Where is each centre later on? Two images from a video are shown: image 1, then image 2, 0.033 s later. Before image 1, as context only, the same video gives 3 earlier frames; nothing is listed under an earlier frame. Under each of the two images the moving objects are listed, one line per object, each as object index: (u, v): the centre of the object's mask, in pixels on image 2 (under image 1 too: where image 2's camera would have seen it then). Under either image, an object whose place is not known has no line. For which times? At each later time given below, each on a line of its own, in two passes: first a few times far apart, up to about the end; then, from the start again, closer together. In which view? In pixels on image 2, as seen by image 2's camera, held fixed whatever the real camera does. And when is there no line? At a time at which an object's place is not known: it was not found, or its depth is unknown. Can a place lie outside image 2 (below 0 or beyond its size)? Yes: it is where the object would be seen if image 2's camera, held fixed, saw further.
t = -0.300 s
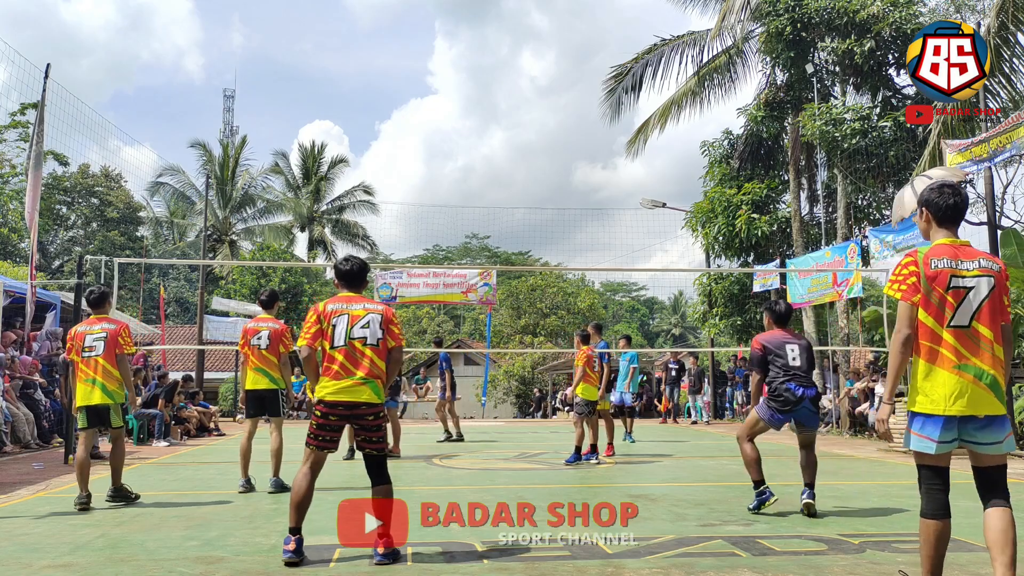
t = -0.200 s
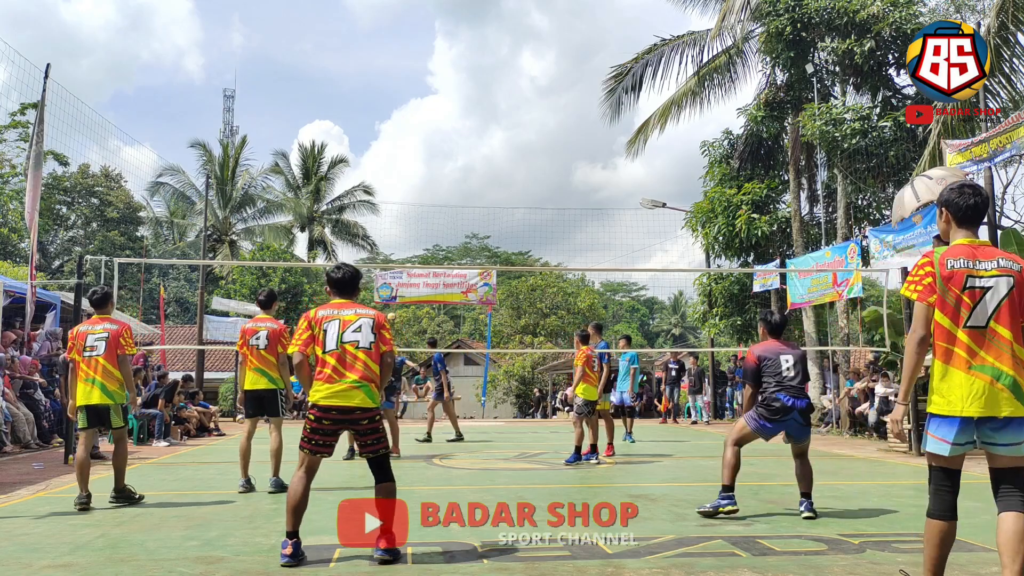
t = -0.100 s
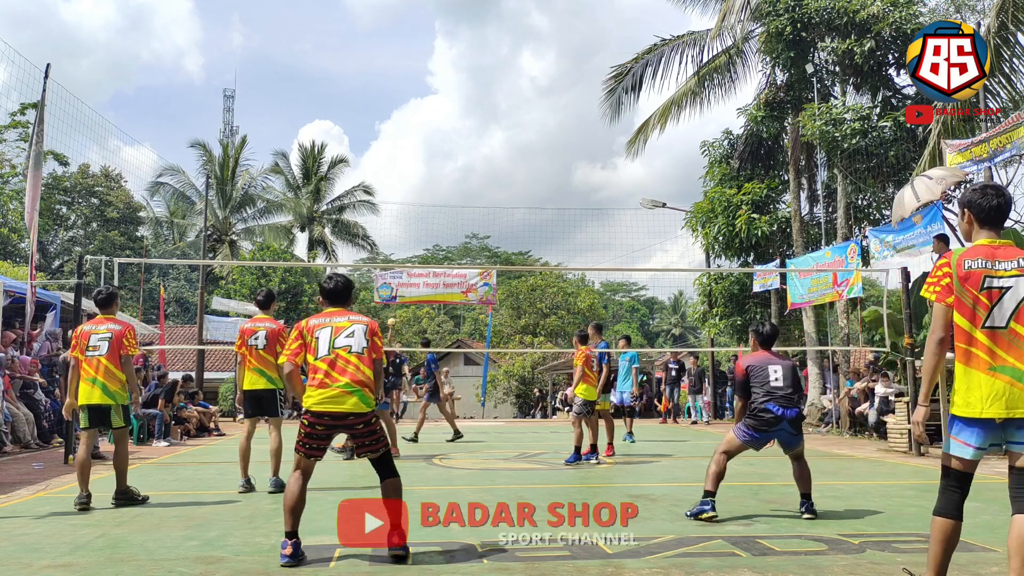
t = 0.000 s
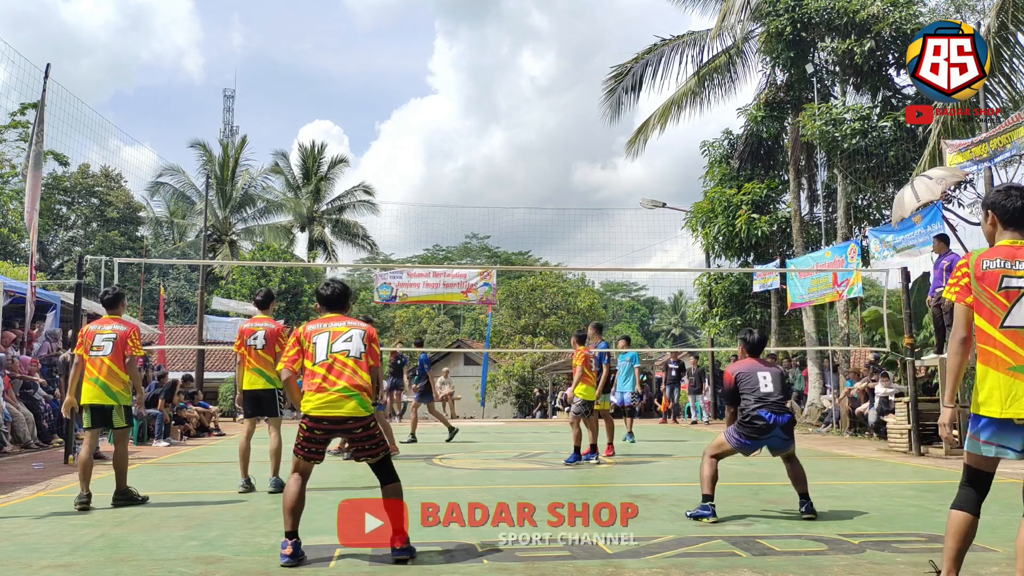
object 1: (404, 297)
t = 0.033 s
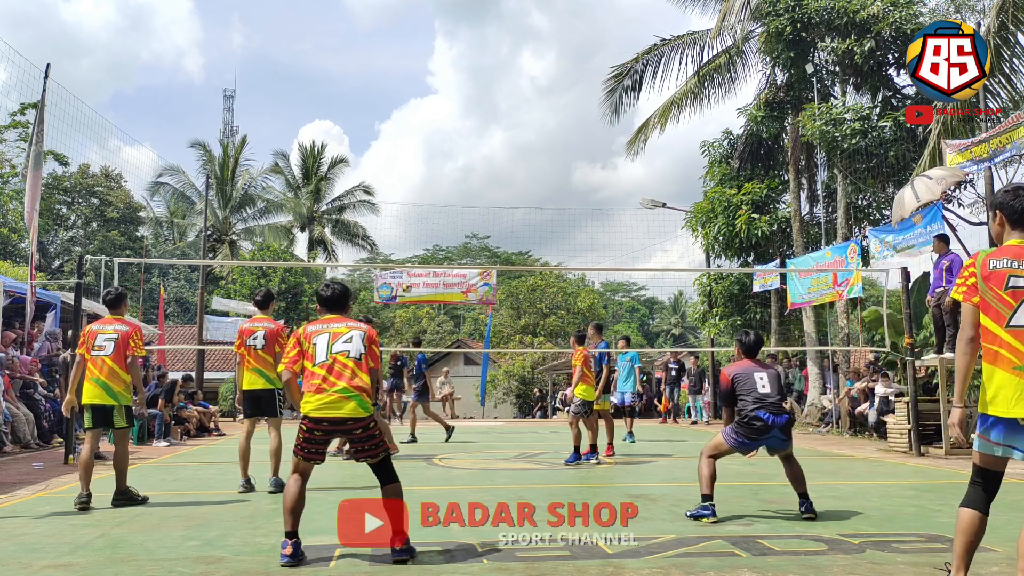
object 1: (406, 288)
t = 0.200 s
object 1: (427, 250)
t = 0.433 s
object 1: (467, 212)
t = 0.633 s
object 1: (513, 197)
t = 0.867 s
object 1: (596, 211)
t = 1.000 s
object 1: (668, 247)
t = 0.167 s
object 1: (423, 257)
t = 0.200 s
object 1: (427, 250)
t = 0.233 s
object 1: (432, 244)
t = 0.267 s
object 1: (437, 239)
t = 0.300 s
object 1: (443, 232)
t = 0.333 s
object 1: (448, 226)
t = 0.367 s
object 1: (454, 221)
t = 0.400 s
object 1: (460, 216)
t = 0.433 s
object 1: (467, 212)
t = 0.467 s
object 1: (473, 208)
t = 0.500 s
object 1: (480, 205)
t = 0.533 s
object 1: (488, 203)
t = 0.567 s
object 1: (496, 200)
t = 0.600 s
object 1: (504, 199)
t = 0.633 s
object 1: (513, 197)
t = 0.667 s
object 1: (523, 197)
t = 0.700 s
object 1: (533, 197)
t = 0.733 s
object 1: (543, 198)
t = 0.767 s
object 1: (555, 200)
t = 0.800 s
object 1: (568, 202)
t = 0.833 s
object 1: (581, 206)
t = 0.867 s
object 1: (596, 211)
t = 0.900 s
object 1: (612, 217)
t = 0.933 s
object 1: (629, 225)
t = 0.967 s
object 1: (648, 235)
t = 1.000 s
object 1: (668, 247)
